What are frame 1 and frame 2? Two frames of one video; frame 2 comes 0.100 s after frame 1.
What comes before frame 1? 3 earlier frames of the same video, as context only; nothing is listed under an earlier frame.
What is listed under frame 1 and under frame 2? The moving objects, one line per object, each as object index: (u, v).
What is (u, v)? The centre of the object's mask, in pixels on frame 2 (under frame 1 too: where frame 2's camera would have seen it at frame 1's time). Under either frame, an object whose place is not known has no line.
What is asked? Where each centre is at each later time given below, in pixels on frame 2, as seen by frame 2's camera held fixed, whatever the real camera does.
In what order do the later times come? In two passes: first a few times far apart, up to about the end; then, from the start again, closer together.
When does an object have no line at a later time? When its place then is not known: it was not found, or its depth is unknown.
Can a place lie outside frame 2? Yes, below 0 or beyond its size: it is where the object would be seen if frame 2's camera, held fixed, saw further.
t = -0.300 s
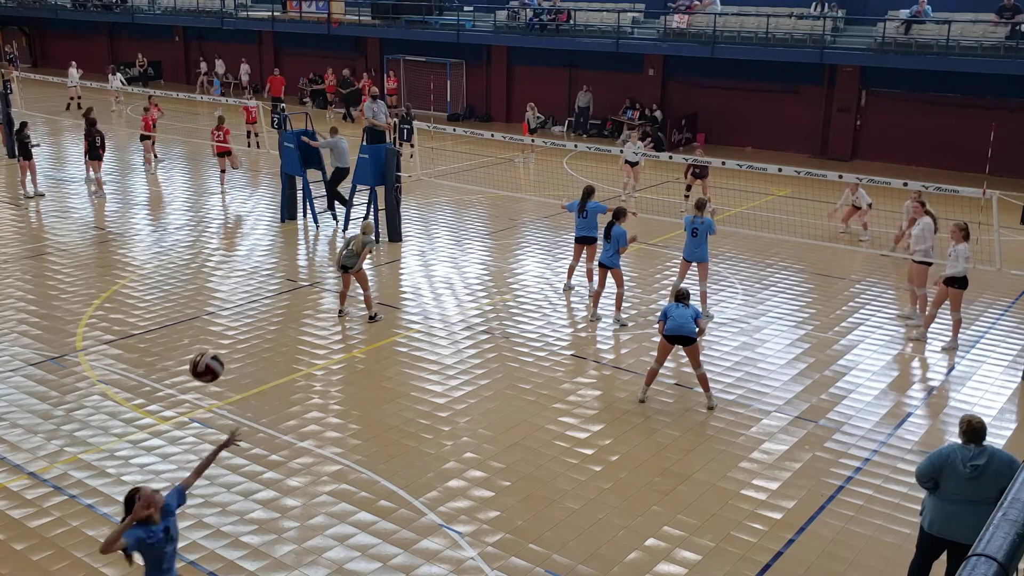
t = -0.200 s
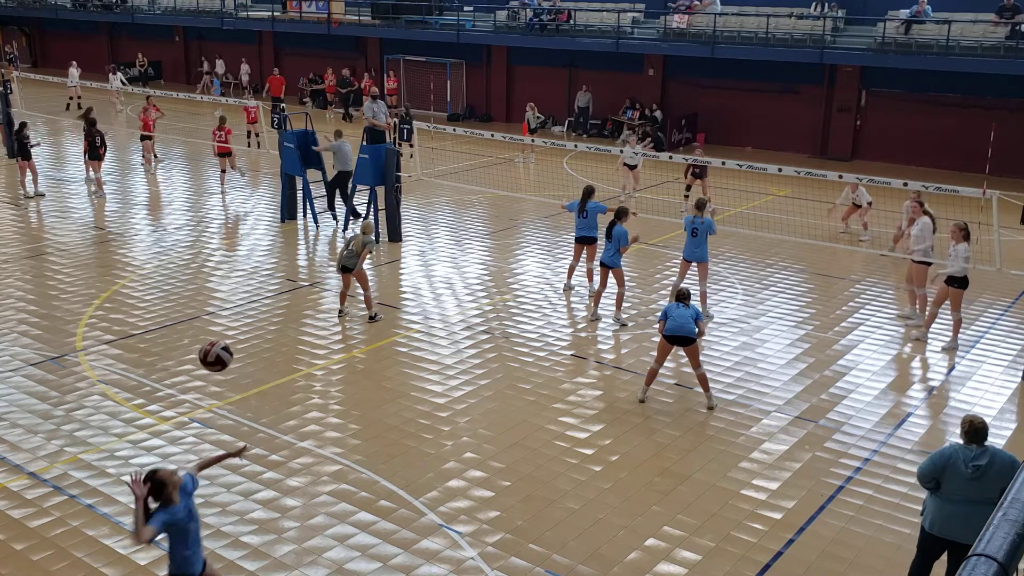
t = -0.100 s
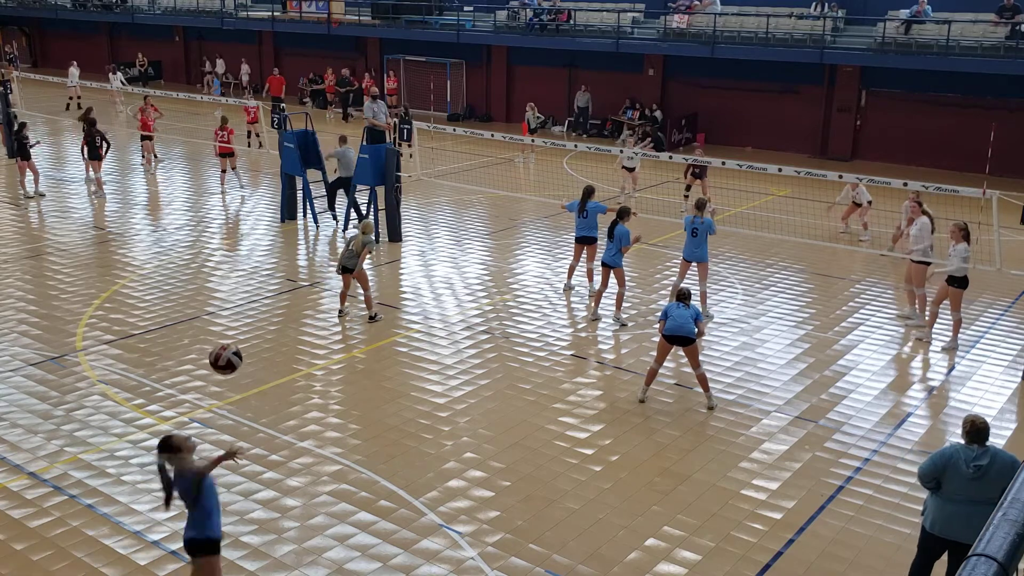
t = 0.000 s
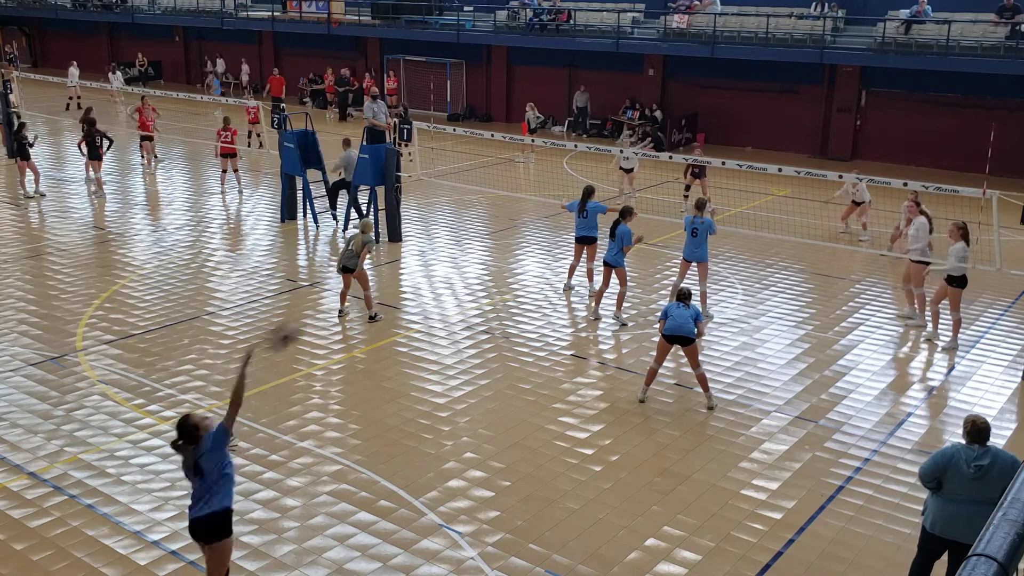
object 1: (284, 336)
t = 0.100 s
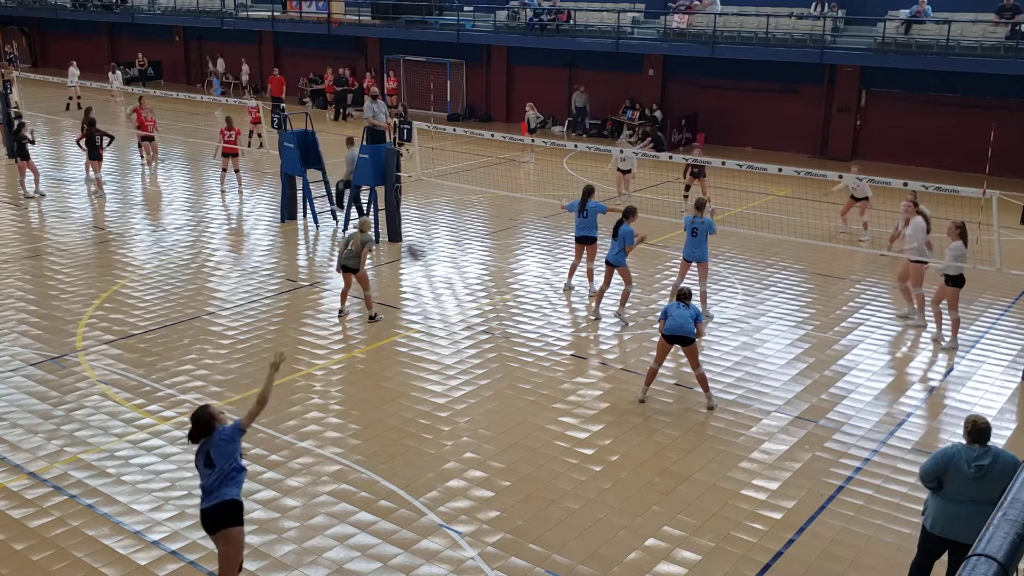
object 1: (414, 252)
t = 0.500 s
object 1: (677, 146)
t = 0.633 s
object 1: (720, 148)
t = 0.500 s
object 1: (677, 146)
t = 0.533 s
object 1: (689, 146)
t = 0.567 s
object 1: (700, 145)
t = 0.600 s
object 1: (712, 146)
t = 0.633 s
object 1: (720, 148)
